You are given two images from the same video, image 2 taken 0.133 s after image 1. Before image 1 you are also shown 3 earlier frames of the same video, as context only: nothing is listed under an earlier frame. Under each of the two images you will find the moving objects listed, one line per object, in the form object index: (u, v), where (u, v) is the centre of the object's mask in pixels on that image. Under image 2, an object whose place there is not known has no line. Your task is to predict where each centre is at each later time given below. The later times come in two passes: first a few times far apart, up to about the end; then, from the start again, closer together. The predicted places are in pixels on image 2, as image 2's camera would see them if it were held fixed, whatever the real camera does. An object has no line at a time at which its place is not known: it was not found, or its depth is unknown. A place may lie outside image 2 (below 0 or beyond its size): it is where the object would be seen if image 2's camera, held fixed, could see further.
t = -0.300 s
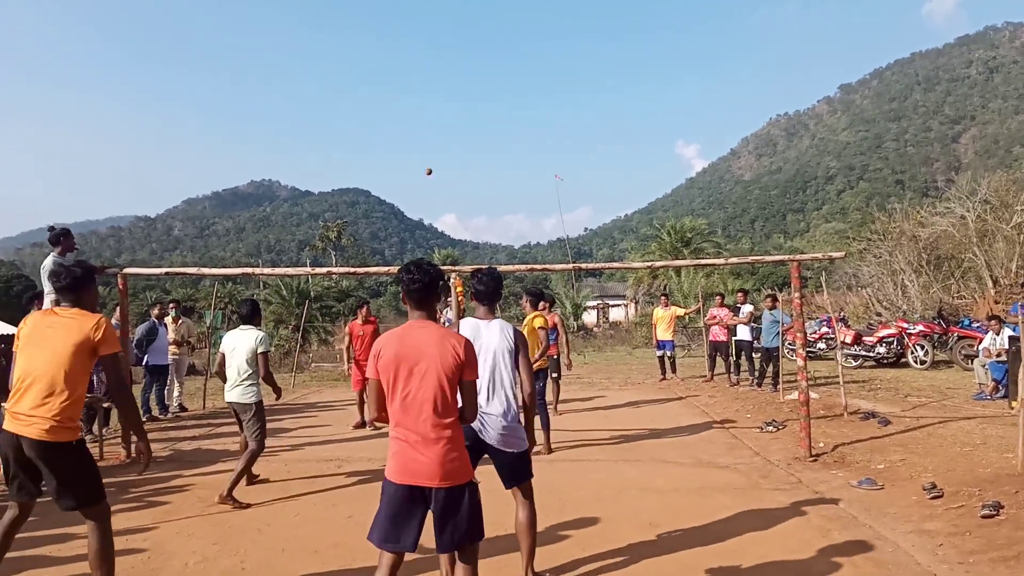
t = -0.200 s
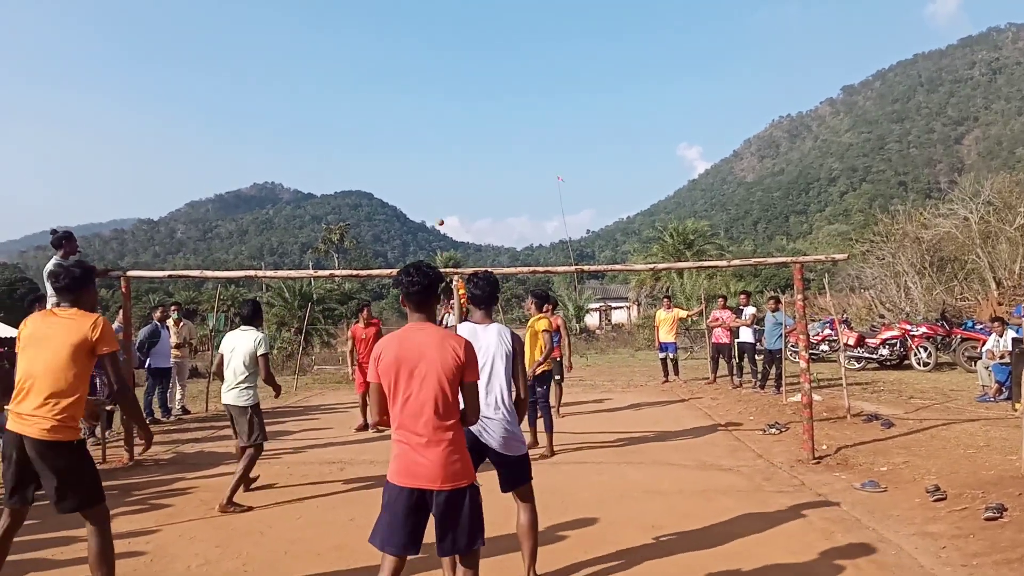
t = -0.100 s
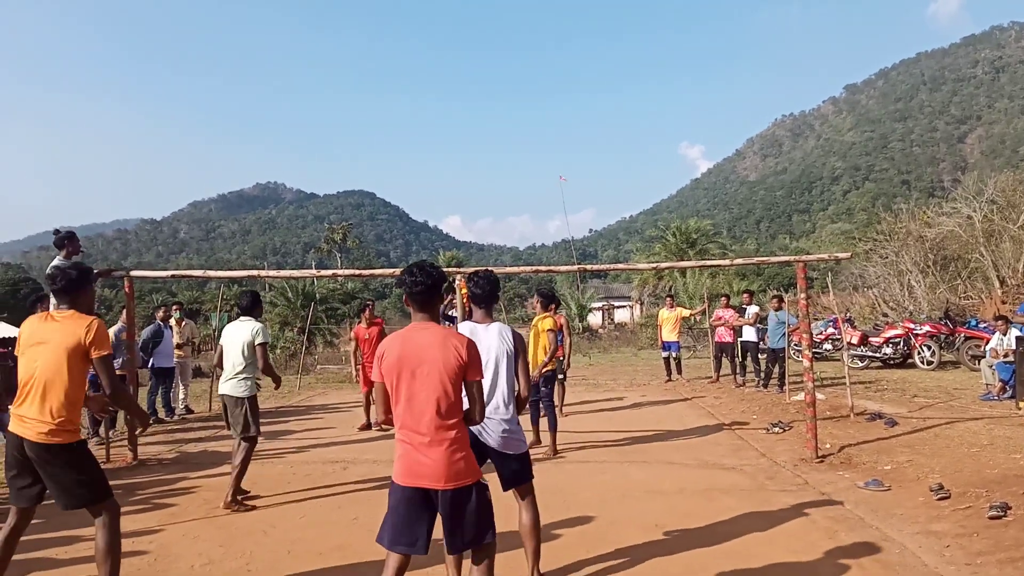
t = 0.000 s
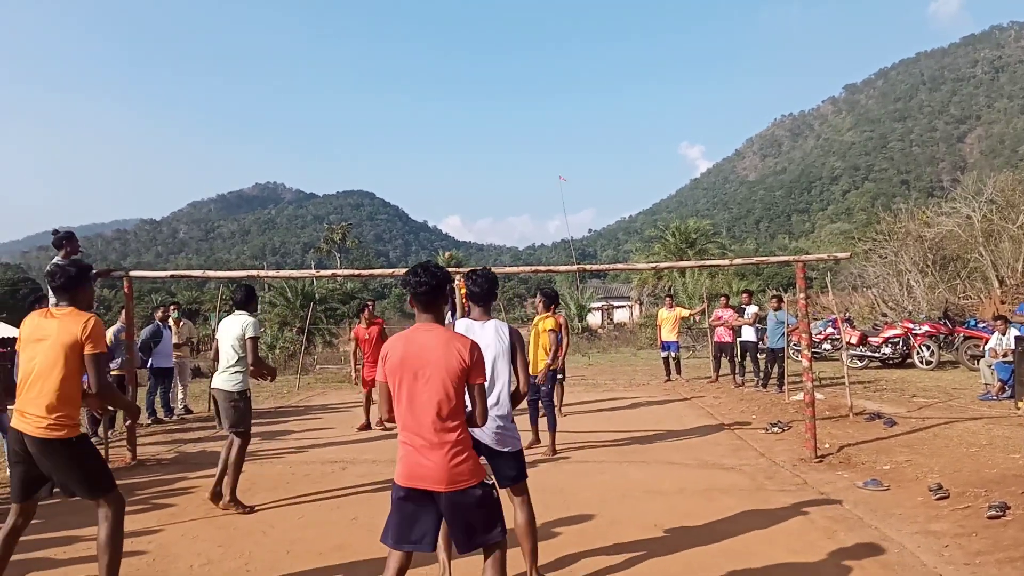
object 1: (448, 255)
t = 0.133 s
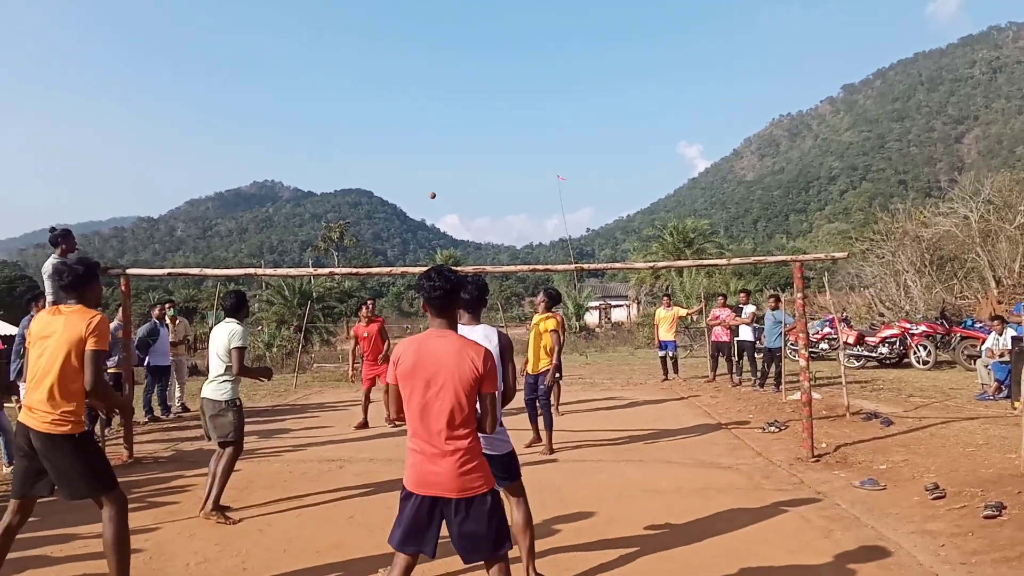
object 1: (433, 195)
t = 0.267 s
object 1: (416, 142)
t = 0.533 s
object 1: (376, 55)
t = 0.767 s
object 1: (326, 13)
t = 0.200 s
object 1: (425, 168)
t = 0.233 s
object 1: (421, 155)
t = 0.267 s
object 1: (416, 142)
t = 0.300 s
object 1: (412, 129)
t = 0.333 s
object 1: (407, 117)
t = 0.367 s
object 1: (402, 105)
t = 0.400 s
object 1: (398, 94)
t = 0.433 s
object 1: (393, 83)
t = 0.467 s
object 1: (387, 73)
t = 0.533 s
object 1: (376, 55)
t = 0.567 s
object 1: (370, 46)
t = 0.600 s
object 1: (363, 38)
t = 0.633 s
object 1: (357, 31)
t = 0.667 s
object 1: (350, 25)
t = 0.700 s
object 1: (342, 20)
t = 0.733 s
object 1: (335, 16)
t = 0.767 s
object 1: (326, 13)
